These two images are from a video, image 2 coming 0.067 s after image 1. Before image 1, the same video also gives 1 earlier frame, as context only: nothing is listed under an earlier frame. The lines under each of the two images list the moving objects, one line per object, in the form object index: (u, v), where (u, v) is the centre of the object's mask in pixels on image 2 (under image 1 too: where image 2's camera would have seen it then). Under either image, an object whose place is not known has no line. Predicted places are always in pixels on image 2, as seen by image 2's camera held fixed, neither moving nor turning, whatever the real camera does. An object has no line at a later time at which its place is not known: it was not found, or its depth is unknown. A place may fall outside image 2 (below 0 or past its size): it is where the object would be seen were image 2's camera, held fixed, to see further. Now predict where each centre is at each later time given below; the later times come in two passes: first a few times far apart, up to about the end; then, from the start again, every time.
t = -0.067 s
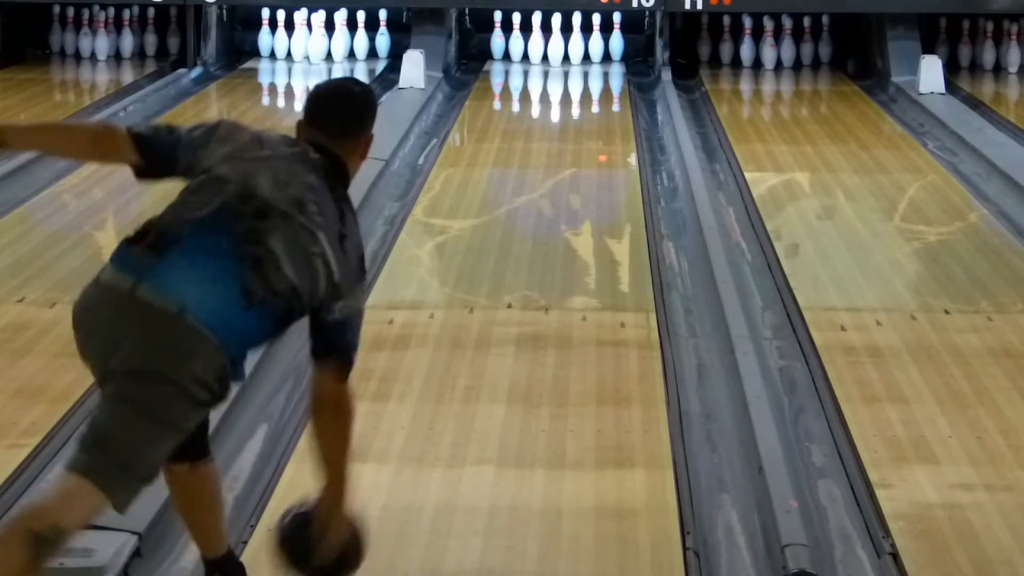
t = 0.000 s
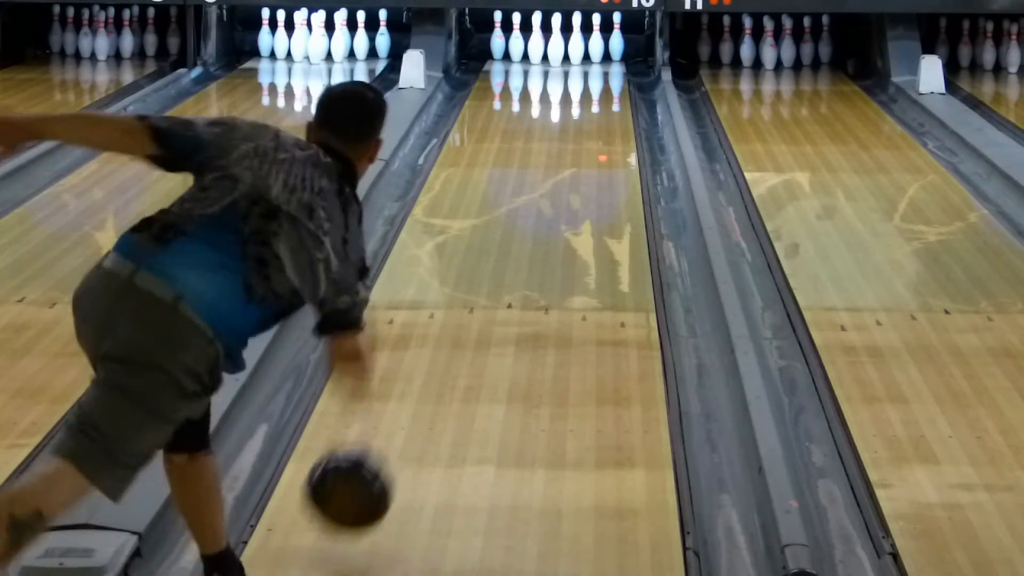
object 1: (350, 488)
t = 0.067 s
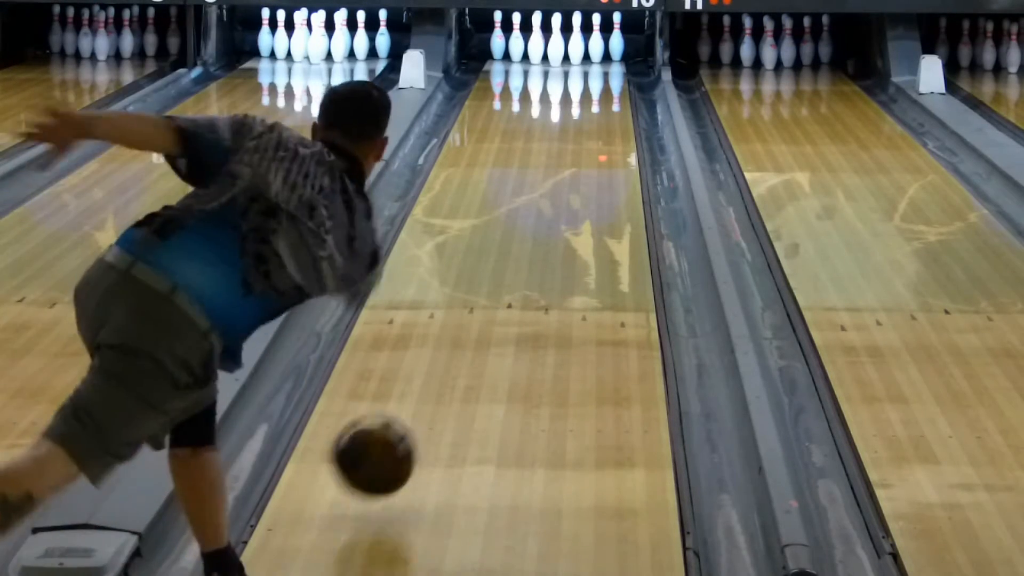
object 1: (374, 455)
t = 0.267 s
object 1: (434, 383)
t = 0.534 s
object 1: (490, 295)
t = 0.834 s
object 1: (534, 227)
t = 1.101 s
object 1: (560, 181)
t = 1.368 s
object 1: (578, 145)
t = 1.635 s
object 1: (589, 117)
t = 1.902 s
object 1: (592, 95)
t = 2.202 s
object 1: (582, 75)
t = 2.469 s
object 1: (568, 61)
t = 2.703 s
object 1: (563, 51)
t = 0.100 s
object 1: (386, 446)
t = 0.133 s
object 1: (396, 440)
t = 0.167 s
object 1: (407, 423)
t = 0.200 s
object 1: (416, 410)
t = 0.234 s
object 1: (426, 396)
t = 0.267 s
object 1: (434, 383)
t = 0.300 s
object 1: (442, 370)
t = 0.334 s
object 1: (451, 358)
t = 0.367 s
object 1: (458, 347)
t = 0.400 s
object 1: (465, 335)
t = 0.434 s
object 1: (472, 324)
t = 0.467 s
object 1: (479, 314)
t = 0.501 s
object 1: (484, 304)
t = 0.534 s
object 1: (490, 295)
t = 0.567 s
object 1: (496, 286)
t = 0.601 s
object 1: (501, 277)
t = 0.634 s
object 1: (507, 269)
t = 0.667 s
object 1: (512, 261)
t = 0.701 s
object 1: (516, 254)
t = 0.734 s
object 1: (521, 247)
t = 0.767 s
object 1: (525, 240)
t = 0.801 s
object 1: (529, 233)
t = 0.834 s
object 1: (534, 227)
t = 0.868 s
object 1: (537, 220)
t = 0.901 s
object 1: (541, 214)
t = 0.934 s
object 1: (545, 208)
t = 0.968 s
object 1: (548, 203)
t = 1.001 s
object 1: (551, 197)
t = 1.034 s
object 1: (554, 191)
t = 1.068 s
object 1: (557, 186)
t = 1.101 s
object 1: (560, 181)
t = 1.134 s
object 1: (563, 176)
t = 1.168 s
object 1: (565, 171)
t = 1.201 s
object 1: (568, 167)
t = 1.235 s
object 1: (570, 162)
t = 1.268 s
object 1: (572, 158)
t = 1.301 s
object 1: (574, 154)
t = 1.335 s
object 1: (576, 149)
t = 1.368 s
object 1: (578, 145)
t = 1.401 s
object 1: (580, 141)
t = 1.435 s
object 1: (582, 137)
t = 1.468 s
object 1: (583, 134)
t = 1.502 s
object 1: (585, 130)
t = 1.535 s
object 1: (586, 127)
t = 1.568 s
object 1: (587, 124)
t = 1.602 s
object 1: (589, 120)
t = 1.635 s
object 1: (589, 117)
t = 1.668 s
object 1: (590, 114)
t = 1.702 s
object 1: (591, 111)
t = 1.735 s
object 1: (591, 108)
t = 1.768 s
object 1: (592, 105)
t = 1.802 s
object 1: (592, 103)
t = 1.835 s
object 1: (592, 100)
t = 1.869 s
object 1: (592, 97)
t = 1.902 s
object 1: (592, 95)
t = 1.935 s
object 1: (592, 92)
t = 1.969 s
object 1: (591, 90)
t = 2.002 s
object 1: (590, 88)
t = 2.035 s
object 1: (589, 86)
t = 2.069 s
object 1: (588, 83)
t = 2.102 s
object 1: (587, 81)
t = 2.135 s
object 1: (585, 79)
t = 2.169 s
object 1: (584, 77)
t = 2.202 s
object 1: (582, 75)
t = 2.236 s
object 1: (580, 73)
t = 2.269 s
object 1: (579, 71)
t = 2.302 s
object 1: (577, 70)
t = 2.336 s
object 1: (575, 68)
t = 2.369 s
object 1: (574, 66)
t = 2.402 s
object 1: (572, 64)
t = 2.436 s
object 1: (570, 62)
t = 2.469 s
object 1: (568, 61)
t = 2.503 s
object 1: (567, 59)
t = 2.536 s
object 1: (565, 57)
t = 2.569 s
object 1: (564, 55)
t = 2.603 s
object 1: (564, 53)
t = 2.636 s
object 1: (564, 52)
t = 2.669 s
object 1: (564, 51)
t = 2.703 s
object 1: (563, 51)
